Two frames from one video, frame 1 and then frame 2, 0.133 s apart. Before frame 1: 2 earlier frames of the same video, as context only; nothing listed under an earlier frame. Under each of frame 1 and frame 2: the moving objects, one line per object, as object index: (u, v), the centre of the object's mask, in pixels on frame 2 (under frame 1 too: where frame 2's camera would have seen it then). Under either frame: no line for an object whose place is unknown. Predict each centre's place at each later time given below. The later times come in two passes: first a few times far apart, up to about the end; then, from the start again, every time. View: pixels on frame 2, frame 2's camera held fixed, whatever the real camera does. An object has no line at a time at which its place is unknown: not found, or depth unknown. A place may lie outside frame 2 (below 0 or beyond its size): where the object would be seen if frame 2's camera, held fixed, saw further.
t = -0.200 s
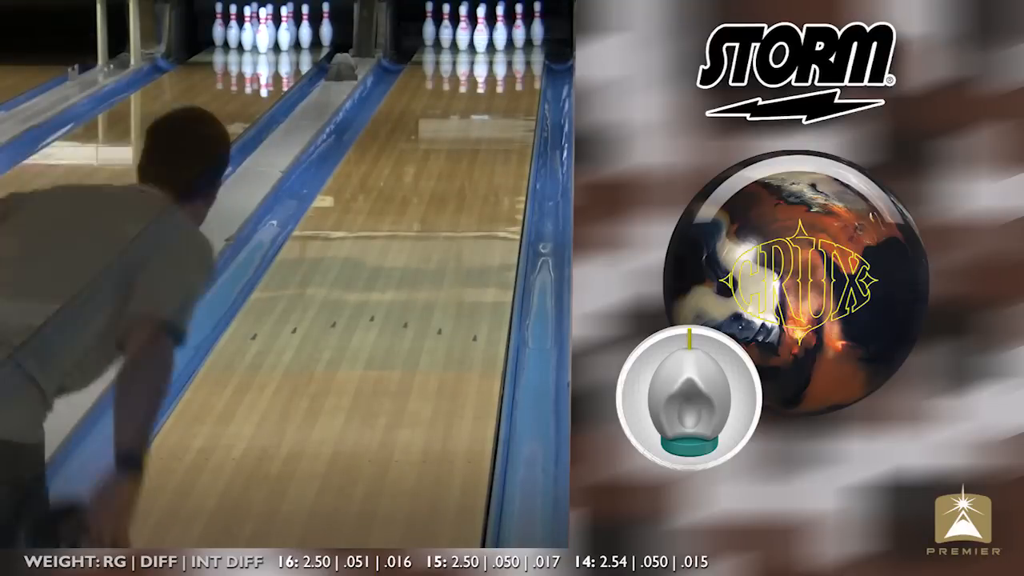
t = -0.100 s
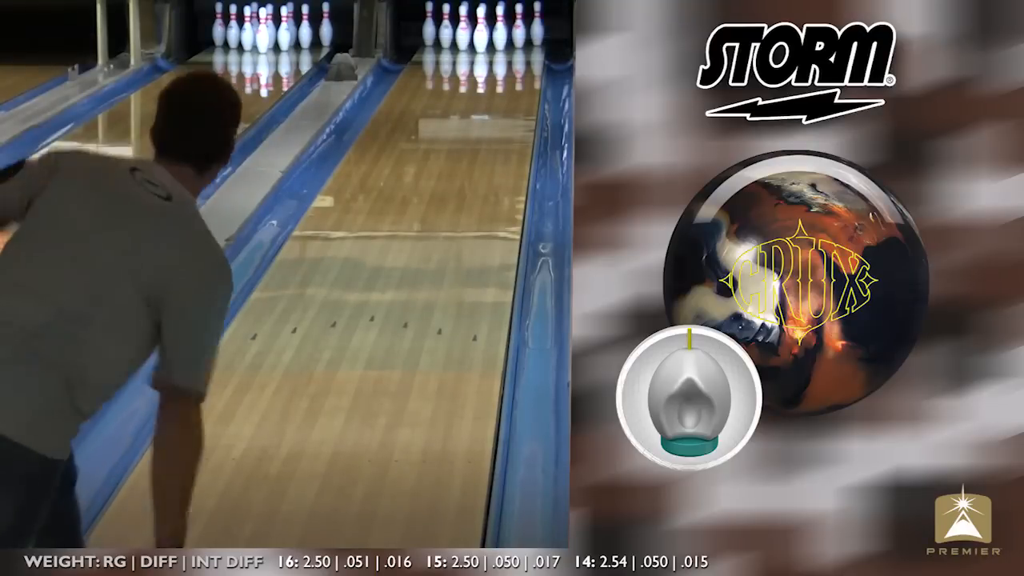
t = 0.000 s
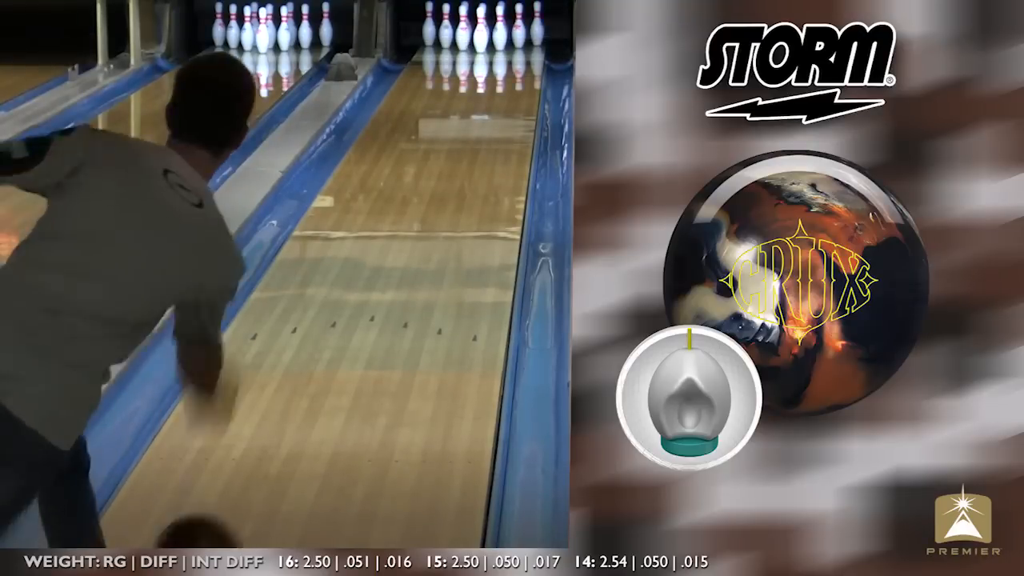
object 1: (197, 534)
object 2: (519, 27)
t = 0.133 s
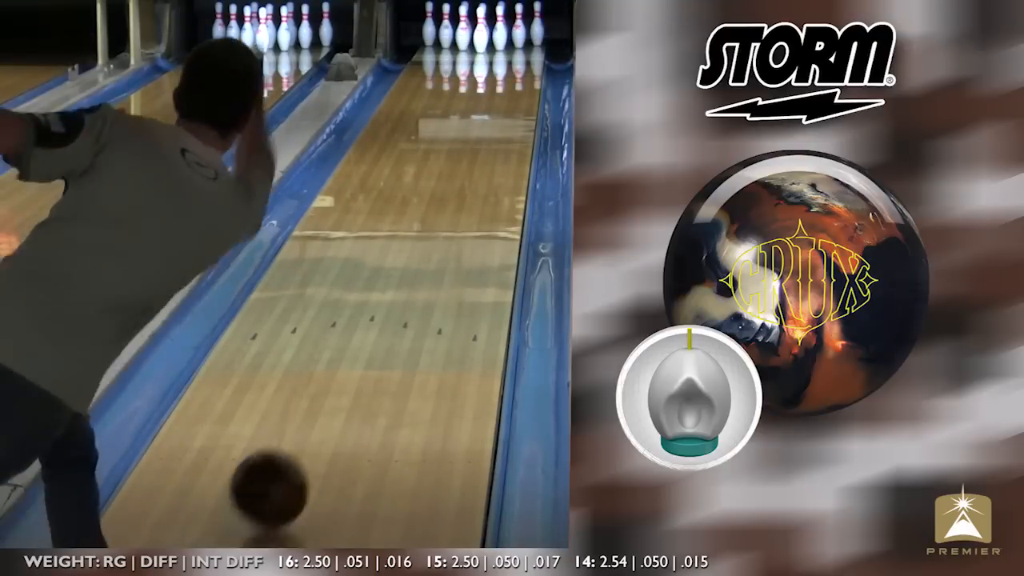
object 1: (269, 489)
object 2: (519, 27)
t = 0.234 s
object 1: (311, 432)
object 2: (519, 27)
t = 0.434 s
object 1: (375, 338)
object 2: (519, 27)
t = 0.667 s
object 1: (427, 263)
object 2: (519, 27)
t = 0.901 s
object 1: (464, 204)
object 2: (519, 27)
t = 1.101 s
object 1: (487, 166)
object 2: (519, 27)
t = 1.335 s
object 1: (506, 131)
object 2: (519, 27)
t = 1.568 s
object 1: (517, 103)
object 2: (519, 27)
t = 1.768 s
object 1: (517, 82)
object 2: (519, 27)
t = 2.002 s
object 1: (512, 64)
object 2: (519, 27)
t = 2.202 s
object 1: (499, 51)
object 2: (519, 27)
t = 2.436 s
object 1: (488, 39)
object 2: (520, 25)
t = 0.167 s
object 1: (284, 471)
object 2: (519, 27)
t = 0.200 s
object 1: (298, 450)
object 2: (519, 27)
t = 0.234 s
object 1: (311, 432)
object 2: (519, 27)
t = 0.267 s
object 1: (324, 414)
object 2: (519, 27)
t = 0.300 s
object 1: (335, 397)
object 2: (519, 27)
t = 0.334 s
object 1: (346, 381)
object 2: (519, 27)
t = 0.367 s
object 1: (356, 367)
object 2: (519, 27)
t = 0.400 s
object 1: (366, 352)
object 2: (519, 27)
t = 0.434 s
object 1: (375, 338)
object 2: (519, 27)
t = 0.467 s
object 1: (383, 326)
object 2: (519, 27)
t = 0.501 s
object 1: (392, 314)
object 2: (519, 27)
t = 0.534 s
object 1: (400, 303)
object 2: (519, 27)
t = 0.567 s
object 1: (407, 292)
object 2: (519, 27)
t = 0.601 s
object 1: (414, 282)
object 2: (519, 27)
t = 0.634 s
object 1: (421, 272)
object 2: (519, 27)
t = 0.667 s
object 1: (427, 263)
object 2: (519, 27)
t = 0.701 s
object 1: (433, 254)
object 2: (519, 27)
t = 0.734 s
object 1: (439, 244)
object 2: (519, 27)
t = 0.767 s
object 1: (444, 236)
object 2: (519, 27)
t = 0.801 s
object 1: (450, 228)
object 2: (519, 27)
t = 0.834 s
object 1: (455, 220)
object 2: (519, 27)
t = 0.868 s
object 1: (460, 211)
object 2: (519, 27)
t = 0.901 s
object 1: (464, 204)
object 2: (519, 27)
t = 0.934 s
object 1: (468, 197)
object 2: (519, 27)
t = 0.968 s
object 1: (472, 191)
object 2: (519, 27)
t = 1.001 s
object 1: (477, 185)
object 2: (519, 27)
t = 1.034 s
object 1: (481, 178)
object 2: (519, 27)
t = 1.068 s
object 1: (484, 172)
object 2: (519, 27)
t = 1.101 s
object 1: (487, 166)
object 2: (519, 27)
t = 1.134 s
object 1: (491, 160)
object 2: (519, 27)
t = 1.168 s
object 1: (494, 156)
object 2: (519, 27)
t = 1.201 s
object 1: (497, 149)
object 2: (519, 27)
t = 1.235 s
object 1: (499, 145)
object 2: (519, 27)
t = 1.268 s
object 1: (502, 139)
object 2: (519, 27)
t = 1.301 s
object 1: (504, 135)
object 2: (519, 27)
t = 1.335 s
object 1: (506, 131)
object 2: (519, 27)
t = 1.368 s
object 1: (508, 126)
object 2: (519, 27)
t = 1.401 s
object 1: (510, 122)
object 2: (519, 27)
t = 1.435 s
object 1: (511, 118)
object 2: (519, 27)
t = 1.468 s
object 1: (513, 114)
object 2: (519, 27)
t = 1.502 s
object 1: (515, 110)
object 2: (519, 27)
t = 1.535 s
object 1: (516, 106)
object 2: (519, 27)
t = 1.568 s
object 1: (517, 103)
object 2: (519, 27)
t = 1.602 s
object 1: (518, 99)
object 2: (519, 27)
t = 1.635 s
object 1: (518, 95)
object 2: (519, 27)
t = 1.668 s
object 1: (519, 91)
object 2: (519, 27)
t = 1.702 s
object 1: (519, 89)
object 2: (519, 27)
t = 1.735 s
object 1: (519, 84)
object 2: (519, 27)
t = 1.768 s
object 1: (517, 82)
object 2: (519, 27)
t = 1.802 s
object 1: (518, 79)
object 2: (519, 27)
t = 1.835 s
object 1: (518, 76)
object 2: (519, 27)
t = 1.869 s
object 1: (517, 73)
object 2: (519, 27)
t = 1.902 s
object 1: (515, 70)
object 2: (519, 27)
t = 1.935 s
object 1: (515, 68)
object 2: (519, 27)
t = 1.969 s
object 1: (515, 66)
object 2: (519, 27)
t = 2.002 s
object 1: (512, 64)
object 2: (519, 27)
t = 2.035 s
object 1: (510, 62)
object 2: (519, 27)
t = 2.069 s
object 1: (509, 58)
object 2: (519, 27)
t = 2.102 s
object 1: (506, 57)
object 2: (519, 27)
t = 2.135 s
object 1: (504, 54)
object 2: (519, 27)
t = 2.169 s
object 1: (502, 52)
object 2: (519, 27)
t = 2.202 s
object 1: (499, 51)
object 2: (519, 27)
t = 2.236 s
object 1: (497, 49)
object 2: (519, 27)
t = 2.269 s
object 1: (494, 46)
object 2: (519, 27)
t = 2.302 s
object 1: (492, 44)
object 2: (519, 27)
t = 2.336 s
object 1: (489, 42)
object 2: (519, 27)
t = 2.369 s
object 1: (489, 41)
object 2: (519, 27)
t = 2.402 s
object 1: (489, 40)
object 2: (519, 27)
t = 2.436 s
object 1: (488, 39)
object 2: (520, 25)
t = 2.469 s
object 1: (487, 38)
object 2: (525, 26)
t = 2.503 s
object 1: (488, 37)
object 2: (530, 26)
